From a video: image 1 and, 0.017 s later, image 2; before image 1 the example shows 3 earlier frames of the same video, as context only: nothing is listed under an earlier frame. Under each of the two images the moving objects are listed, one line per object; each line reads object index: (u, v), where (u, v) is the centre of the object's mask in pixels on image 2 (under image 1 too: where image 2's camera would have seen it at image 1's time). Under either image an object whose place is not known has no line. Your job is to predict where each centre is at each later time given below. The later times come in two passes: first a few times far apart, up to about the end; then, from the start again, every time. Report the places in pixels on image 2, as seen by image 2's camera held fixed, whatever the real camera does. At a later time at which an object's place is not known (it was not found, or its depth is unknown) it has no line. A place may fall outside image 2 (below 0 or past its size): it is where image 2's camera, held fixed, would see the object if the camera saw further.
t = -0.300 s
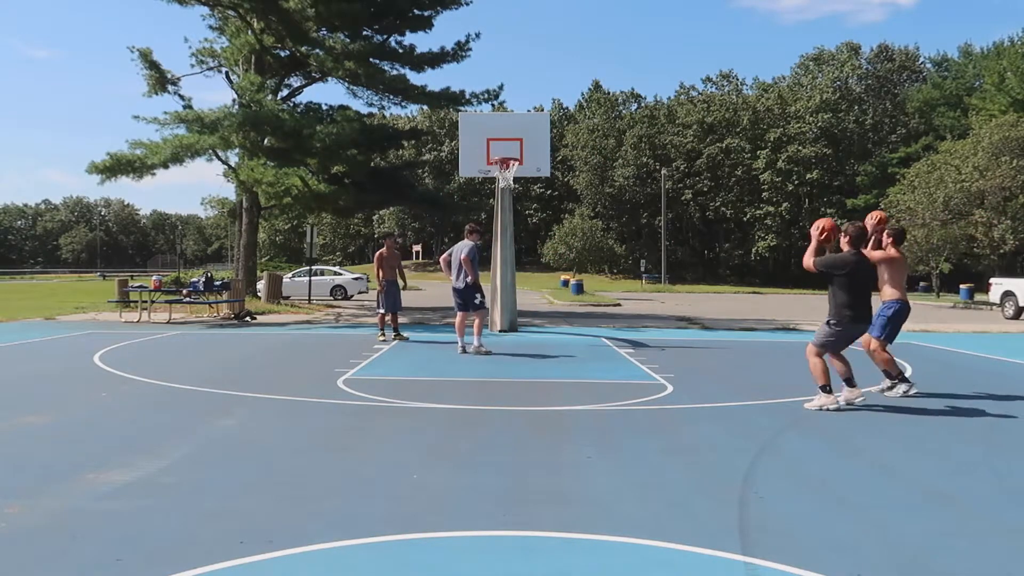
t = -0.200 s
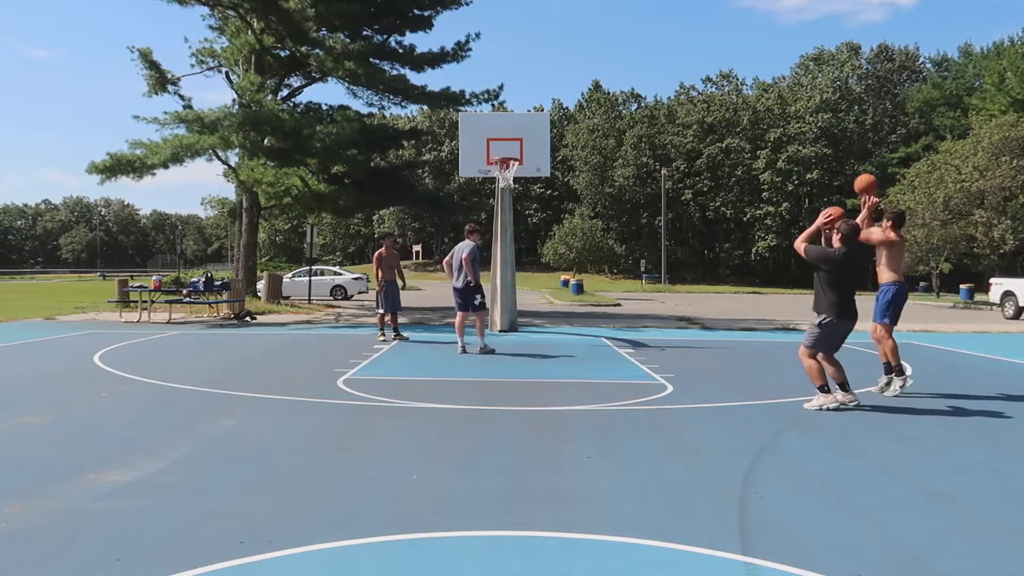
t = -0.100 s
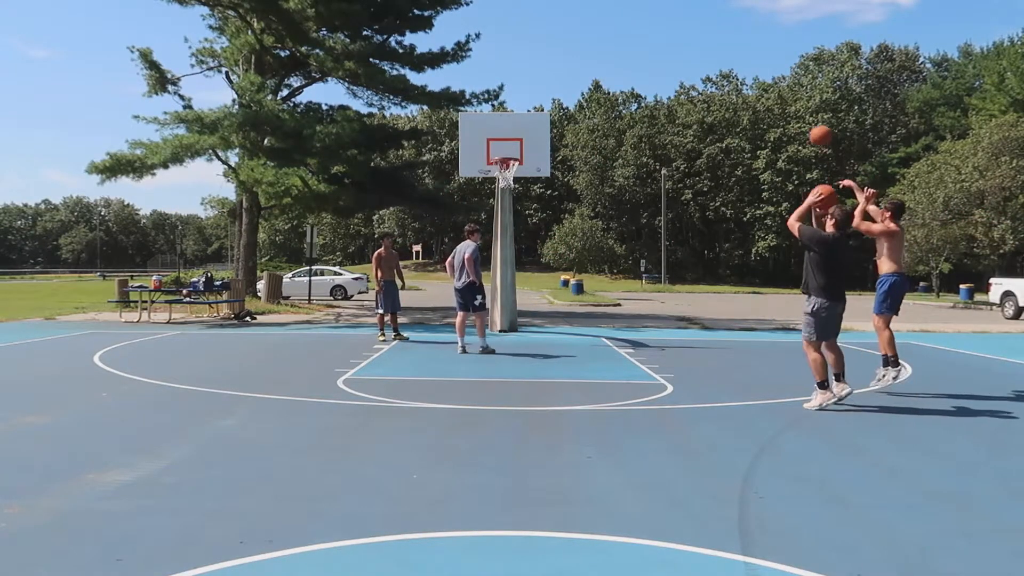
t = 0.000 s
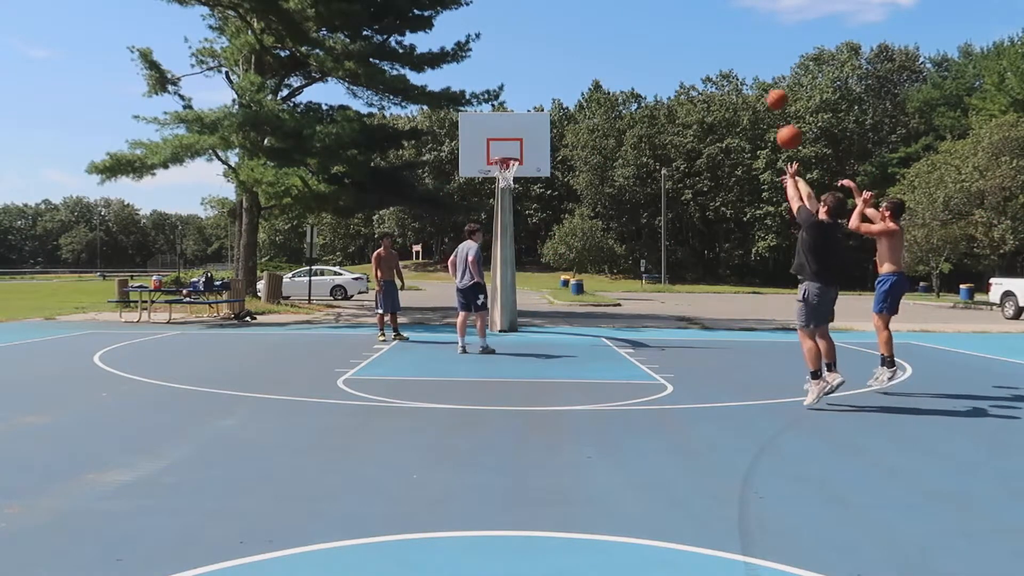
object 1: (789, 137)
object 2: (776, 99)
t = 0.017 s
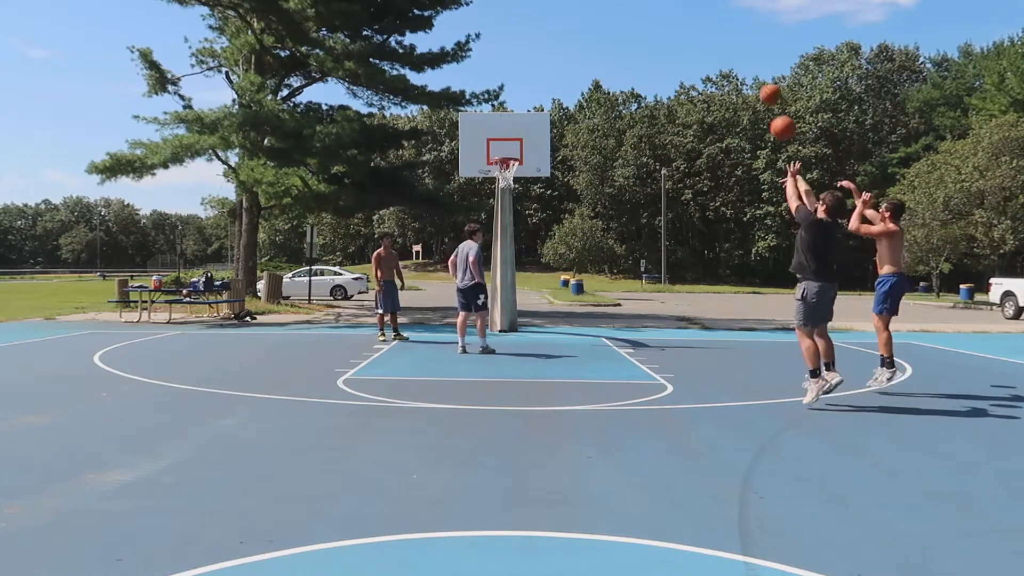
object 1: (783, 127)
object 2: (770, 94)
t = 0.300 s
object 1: (689, 24)
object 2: (665, 50)
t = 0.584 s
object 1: (618, 7)
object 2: (581, 67)
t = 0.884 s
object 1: (559, 49)
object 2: (508, 135)
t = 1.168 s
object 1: (514, 133)
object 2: (501, 136)
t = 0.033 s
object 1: (776, 118)
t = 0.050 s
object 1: (770, 110)
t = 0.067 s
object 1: (764, 101)
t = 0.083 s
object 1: (758, 93)
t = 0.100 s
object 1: (753, 86)
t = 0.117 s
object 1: (747, 79)
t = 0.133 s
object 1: (741, 73)
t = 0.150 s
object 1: (736, 66)
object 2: (717, 64)
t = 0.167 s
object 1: (730, 60)
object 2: (711, 62)
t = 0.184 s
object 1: (725, 55)
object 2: (705, 60)
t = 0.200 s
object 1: (719, 50)
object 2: (699, 58)
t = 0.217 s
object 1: (714, 45)
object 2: (693, 56)
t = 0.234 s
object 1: (709, 40)
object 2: (688, 54)
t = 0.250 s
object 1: (704, 35)
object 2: (682, 53)
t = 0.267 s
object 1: (699, 31)
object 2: (676, 52)
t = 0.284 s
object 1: (694, 28)
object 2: (671, 51)
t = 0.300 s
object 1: (689, 24)
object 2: (665, 50)
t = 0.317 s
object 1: (685, 21)
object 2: (660, 49)
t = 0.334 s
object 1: (680, 18)
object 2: (654, 49)
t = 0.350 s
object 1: (676, 16)
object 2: (649, 49)
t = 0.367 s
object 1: (671, 13)
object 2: (643, 49)
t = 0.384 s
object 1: (667, 11)
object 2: (638, 49)
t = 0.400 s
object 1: (662, 10)
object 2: (633, 50)
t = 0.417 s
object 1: (658, 9)
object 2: (628, 51)
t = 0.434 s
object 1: (654, 8)
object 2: (623, 51)
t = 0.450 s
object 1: (649, 7)
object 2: (618, 52)
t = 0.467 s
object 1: (645, 7)
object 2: (613, 54)
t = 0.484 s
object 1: (641, 7)
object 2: (608, 55)
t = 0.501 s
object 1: (637, 6)
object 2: (603, 57)
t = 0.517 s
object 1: (633, 6)
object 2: (599, 59)
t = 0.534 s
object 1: (629, 6)
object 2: (594, 60)
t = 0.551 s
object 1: (625, 6)
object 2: (590, 63)
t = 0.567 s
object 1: (622, 7)
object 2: (585, 65)
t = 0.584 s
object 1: (618, 7)
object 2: (581, 67)
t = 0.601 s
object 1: (614, 7)
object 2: (576, 70)
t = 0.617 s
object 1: (611, 8)
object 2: (572, 73)
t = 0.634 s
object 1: (607, 9)
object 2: (567, 76)
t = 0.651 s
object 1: (604, 11)
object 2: (563, 79)
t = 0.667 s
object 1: (600, 13)
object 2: (559, 82)
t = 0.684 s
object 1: (597, 14)
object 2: (555, 85)
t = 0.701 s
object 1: (593, 16)
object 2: (550, 89)
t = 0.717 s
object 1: (590, 18)
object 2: (546, 93)
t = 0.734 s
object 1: (587, 21)
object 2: (542, 96)
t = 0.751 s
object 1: (583, 23)
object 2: (538, 100)
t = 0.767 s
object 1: (580, 26)
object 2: (534, 104)
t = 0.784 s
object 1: (577, 29)
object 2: (530, 108)
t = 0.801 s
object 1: (574, 32)
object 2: (526, 113)
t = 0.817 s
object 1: (571, 35)
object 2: (523, 117)
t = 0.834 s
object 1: (568, 38)
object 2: (519, 121)
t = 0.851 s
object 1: (565, 42)
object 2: (515, 126)
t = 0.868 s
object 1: (562, 46)
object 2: (511, 131)
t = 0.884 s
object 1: (559, 49)
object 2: (508, 135)
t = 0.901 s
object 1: (556, 53)
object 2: (504, 141)
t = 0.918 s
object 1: (553, 57)
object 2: (500, 146)
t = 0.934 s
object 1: (550, 61)
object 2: (497, 151)
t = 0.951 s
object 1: (548, 66)
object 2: (496, 152)
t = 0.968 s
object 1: (545, 70)
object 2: (496, 151)
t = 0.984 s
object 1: (542, 75)
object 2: (496, 150)
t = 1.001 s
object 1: (539, 80)
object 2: (496, 148)
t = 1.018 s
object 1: (537, 84)
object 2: (497, 147)
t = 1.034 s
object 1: (534, 89)
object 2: (497, 146)
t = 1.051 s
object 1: (531, 94)
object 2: (497, 145)
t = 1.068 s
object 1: (529, 99)
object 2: (498, 144)
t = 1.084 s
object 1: (526, 105)
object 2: (498, 143)
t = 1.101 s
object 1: (524, 110)
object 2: (499, 141)
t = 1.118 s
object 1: (522, 116)
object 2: (499, 140)
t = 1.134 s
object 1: (519, 121)
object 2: (500, 139)
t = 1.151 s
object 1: (517, 127)
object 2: (501, 137)
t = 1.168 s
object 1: (514, 133)
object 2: (501, 136)
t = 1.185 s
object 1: (512, 139)
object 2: (501, 135)
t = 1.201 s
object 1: (510, 144)
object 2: (502, 135)
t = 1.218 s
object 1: (509, 151)
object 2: (502, 135)
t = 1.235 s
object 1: (508, 153)
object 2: (502, 135)
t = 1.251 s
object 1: (507, 154)
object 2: (502, 135)
